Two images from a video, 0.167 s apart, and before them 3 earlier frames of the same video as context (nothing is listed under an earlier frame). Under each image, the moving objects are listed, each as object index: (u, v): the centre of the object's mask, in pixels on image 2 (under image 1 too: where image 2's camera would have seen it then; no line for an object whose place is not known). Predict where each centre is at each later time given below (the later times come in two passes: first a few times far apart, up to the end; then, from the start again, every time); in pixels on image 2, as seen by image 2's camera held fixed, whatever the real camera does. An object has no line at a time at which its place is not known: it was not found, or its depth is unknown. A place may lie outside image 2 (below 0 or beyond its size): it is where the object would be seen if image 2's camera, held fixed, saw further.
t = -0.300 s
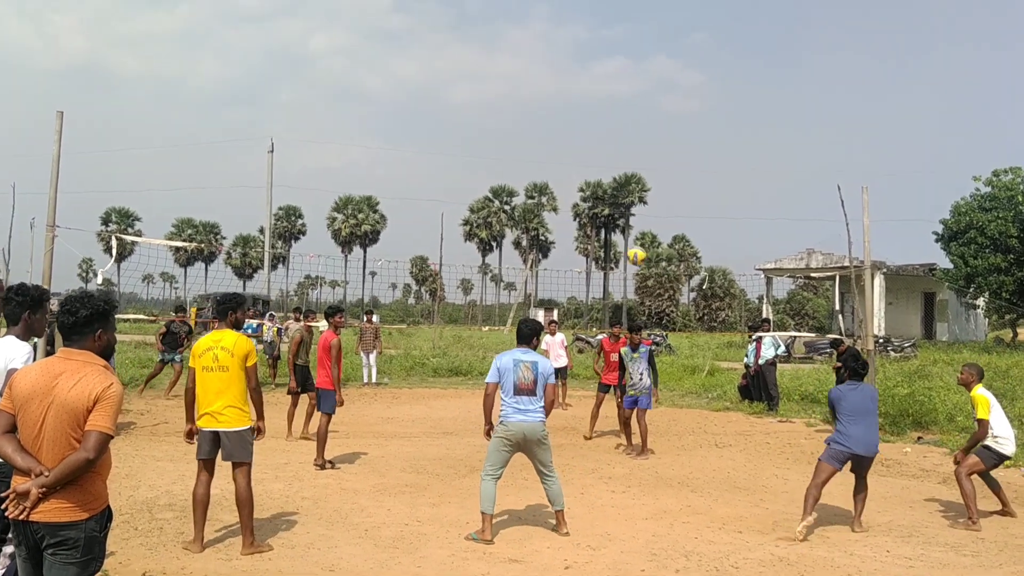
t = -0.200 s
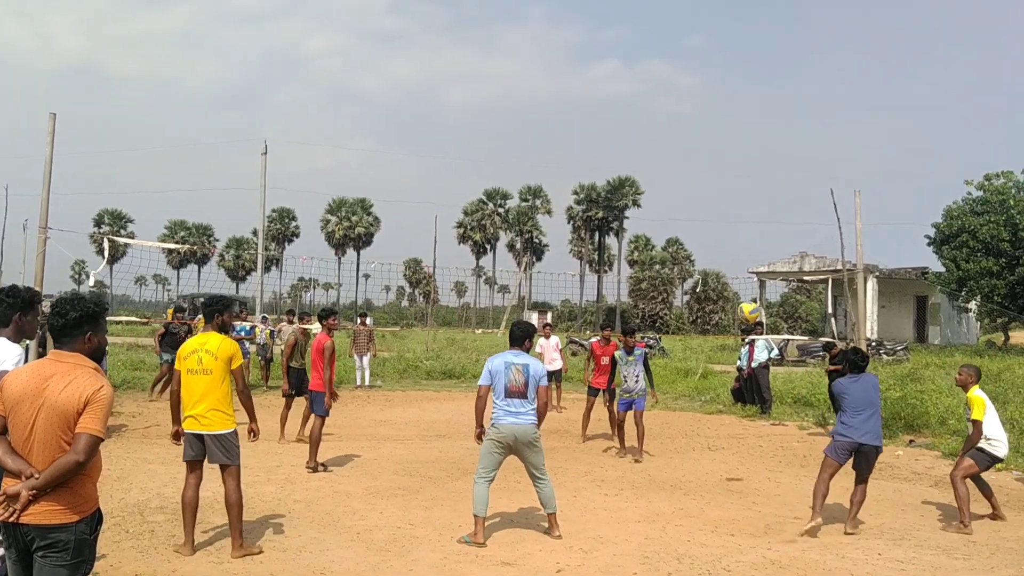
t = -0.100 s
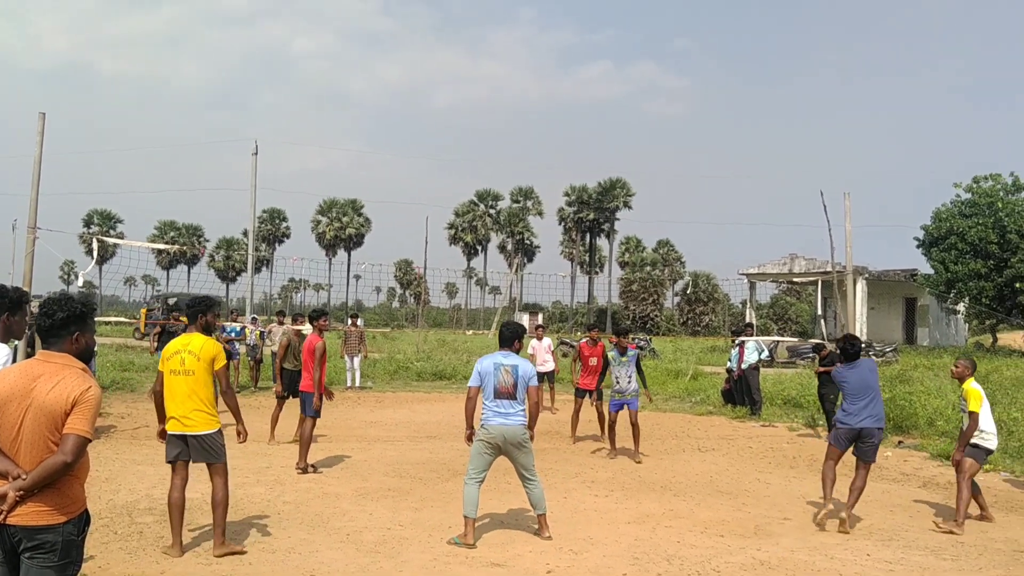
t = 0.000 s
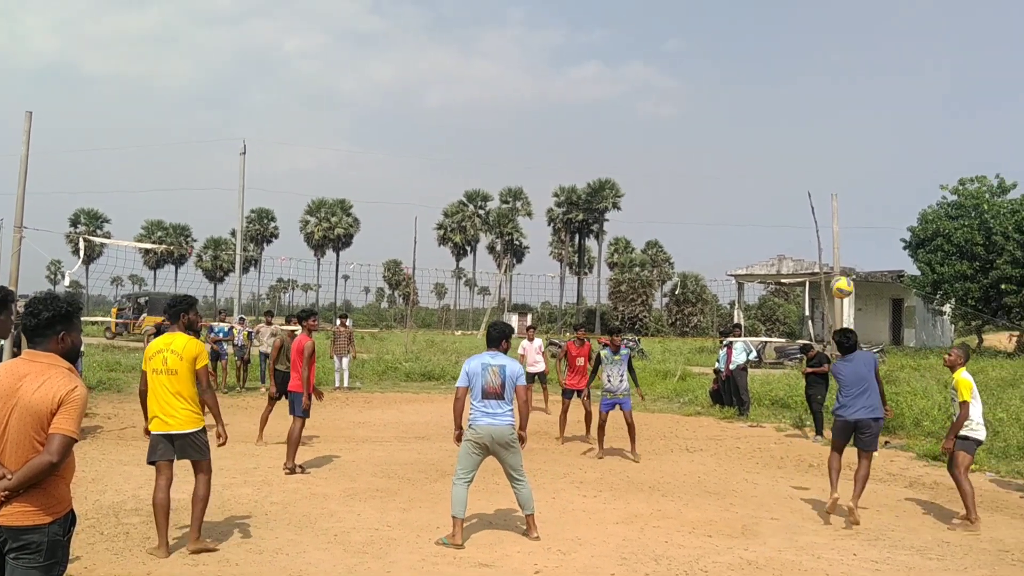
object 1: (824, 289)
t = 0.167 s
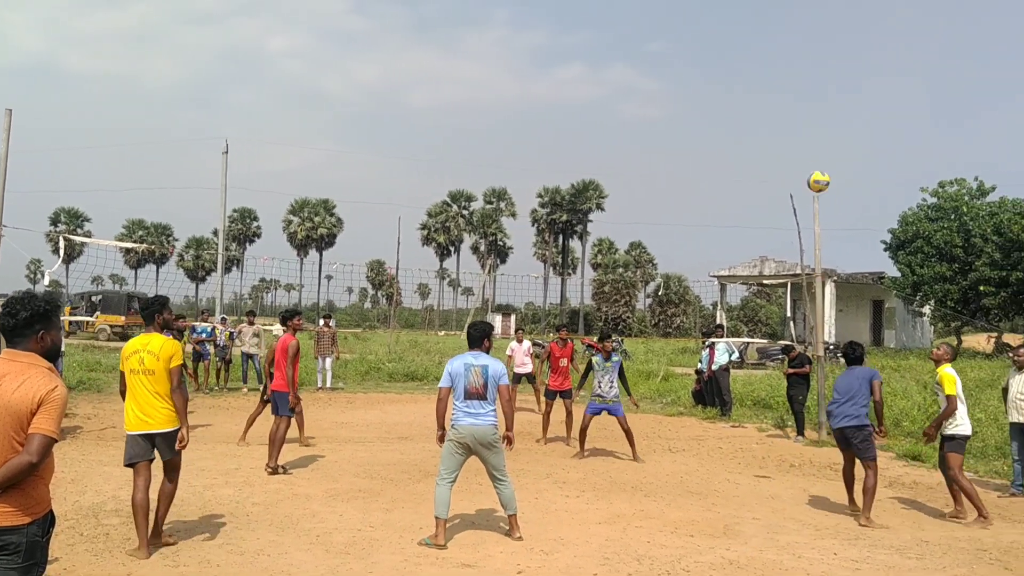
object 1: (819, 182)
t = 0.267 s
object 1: (816, 132)
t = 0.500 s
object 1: (808, 53)
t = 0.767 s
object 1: (798, 29)
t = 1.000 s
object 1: (786, 66)
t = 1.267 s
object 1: (767, 174)
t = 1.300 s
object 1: (764, 193)
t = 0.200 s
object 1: (817, 164)
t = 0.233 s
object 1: (817, 148)
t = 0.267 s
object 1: (816, 132)
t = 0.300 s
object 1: (814, 117)
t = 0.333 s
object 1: (813, 103)
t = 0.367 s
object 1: (812, 91)
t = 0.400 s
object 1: (812, 80)
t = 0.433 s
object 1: (810, 70)
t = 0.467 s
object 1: (809, 61)
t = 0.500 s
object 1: (808, 53)
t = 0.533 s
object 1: (807, 46)
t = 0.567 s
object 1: (806, 40)
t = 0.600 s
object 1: (805, 36)
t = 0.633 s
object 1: (803, 32)
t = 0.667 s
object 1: (802, 29)
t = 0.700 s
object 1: (801, 28)
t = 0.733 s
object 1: (799, 28)
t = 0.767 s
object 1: (798, 29)
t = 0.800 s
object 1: (796, 31)
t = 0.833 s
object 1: (795, 34)
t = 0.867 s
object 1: (793, 37)
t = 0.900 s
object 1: (792, 43)
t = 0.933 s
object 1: (790, 49)
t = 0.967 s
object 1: (788, 57)
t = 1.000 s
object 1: (786, 66)
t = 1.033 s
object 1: (783, 75)
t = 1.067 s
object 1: (782, 86)
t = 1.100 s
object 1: (779, 98)
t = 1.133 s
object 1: (777, 111)
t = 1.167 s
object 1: (774, 125)
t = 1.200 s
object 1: (772, 140)
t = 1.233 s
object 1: (770, 156)
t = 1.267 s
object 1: (767, 174)
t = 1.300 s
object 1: (764, 193)
